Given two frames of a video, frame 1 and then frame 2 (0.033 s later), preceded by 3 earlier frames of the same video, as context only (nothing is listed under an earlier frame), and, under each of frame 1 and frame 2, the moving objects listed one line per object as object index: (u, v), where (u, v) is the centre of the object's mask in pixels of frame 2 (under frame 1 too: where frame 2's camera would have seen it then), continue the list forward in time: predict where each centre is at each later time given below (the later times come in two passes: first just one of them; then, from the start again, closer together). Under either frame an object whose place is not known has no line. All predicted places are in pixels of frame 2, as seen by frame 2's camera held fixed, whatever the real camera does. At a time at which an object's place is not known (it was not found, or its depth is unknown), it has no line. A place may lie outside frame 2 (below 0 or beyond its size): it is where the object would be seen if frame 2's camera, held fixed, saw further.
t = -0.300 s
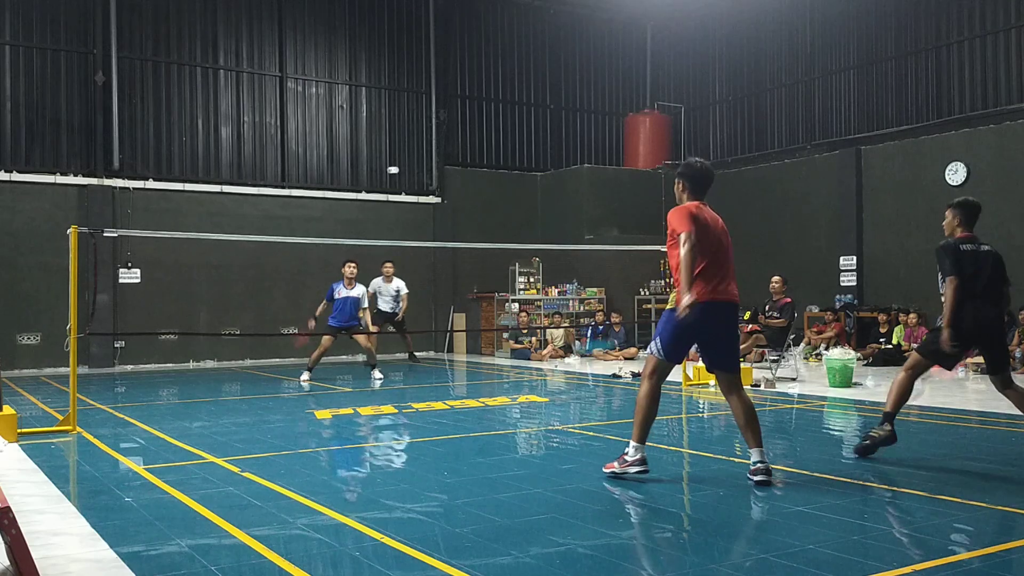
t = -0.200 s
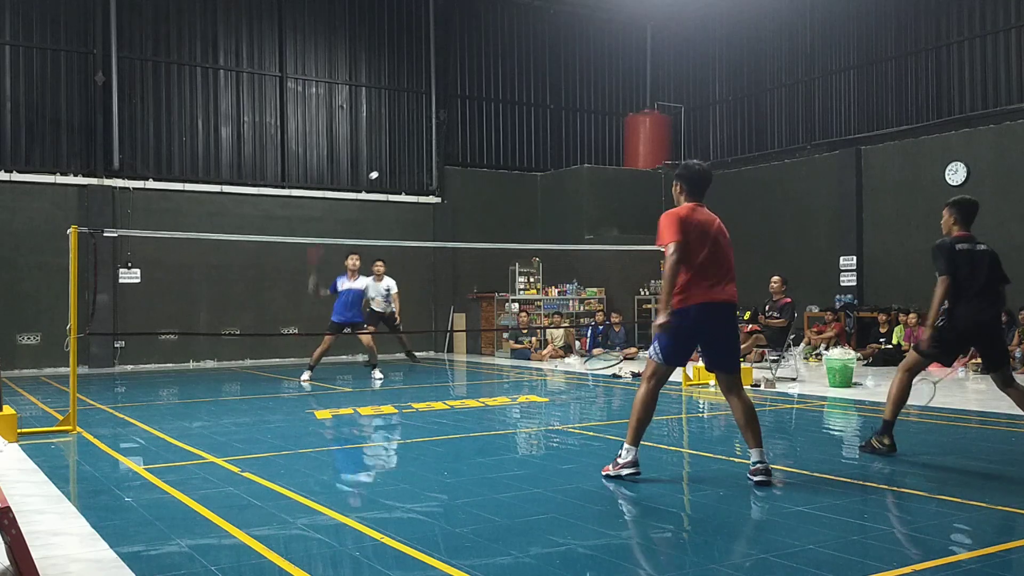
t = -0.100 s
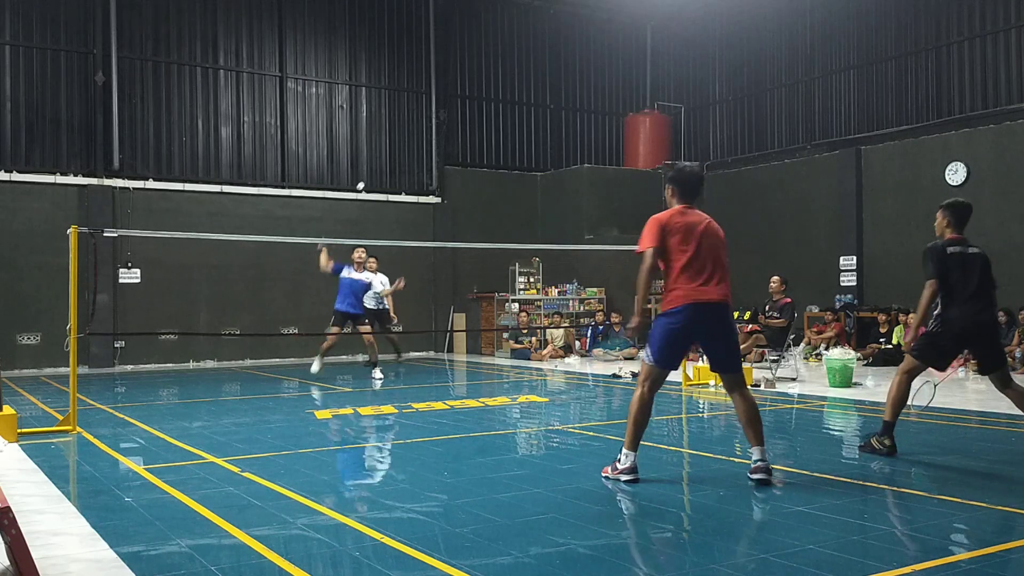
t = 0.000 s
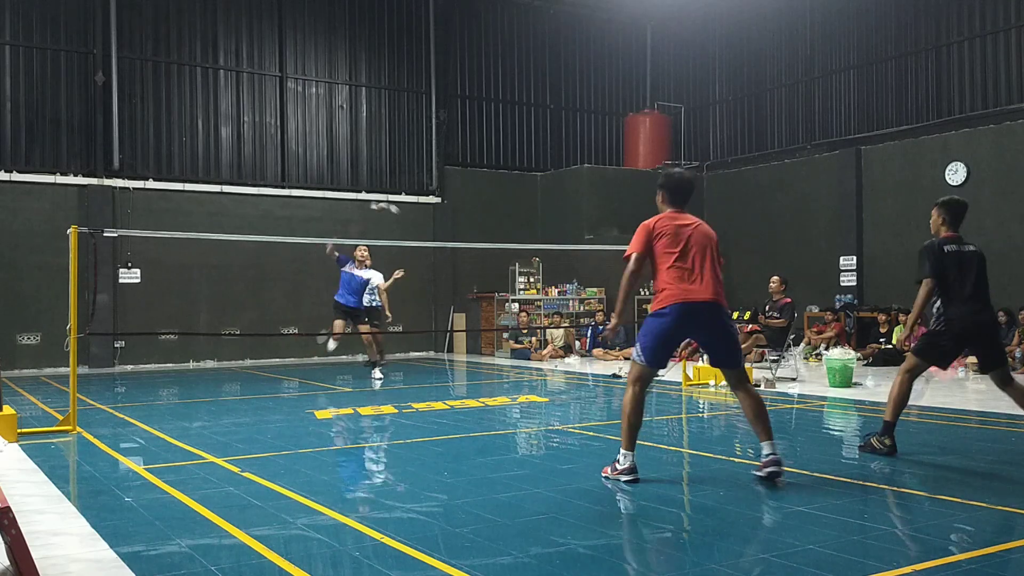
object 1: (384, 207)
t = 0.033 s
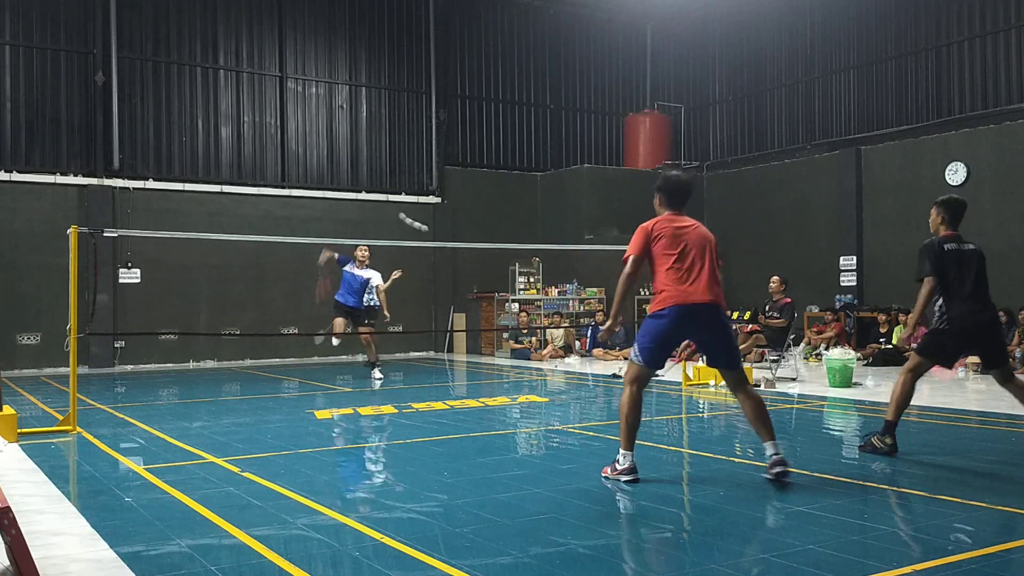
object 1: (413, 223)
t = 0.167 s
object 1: (516, 289)
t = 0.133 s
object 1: (493, 272)
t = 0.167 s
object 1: (516, 289)
